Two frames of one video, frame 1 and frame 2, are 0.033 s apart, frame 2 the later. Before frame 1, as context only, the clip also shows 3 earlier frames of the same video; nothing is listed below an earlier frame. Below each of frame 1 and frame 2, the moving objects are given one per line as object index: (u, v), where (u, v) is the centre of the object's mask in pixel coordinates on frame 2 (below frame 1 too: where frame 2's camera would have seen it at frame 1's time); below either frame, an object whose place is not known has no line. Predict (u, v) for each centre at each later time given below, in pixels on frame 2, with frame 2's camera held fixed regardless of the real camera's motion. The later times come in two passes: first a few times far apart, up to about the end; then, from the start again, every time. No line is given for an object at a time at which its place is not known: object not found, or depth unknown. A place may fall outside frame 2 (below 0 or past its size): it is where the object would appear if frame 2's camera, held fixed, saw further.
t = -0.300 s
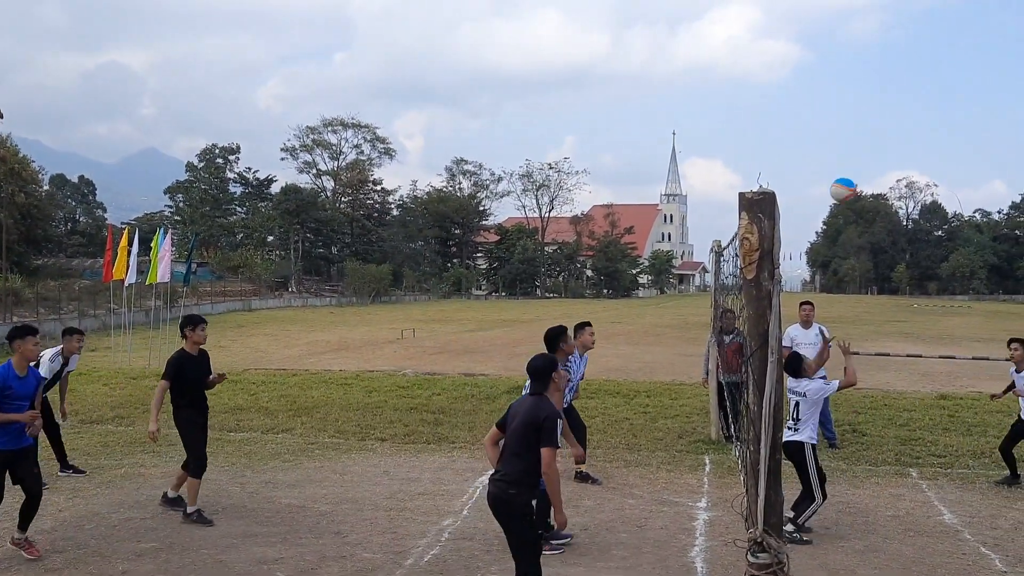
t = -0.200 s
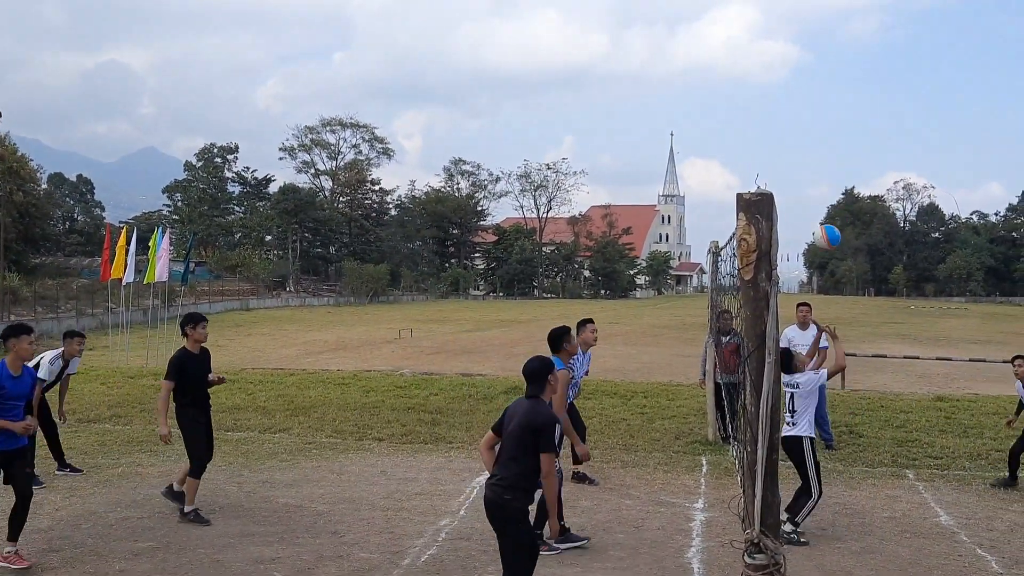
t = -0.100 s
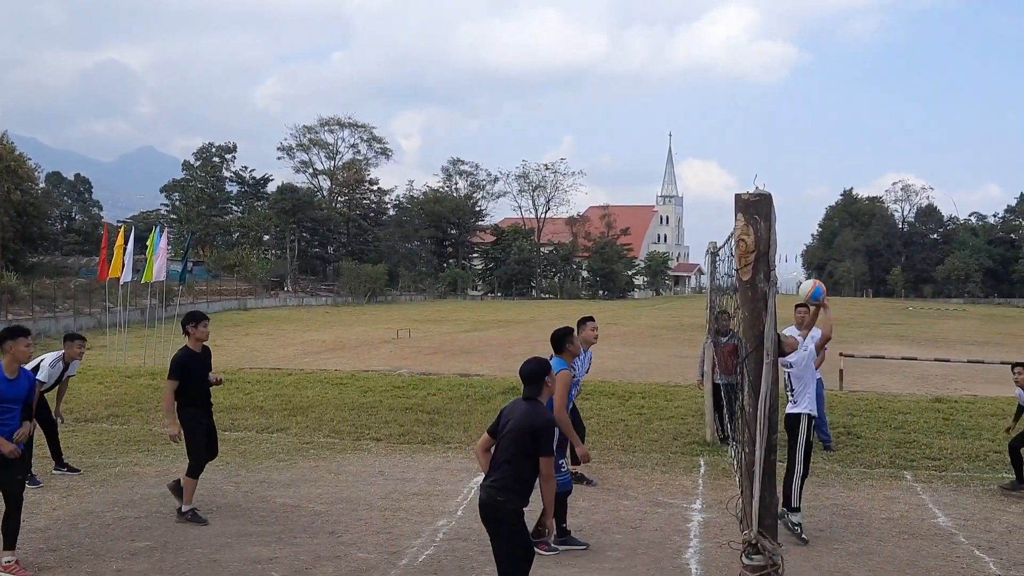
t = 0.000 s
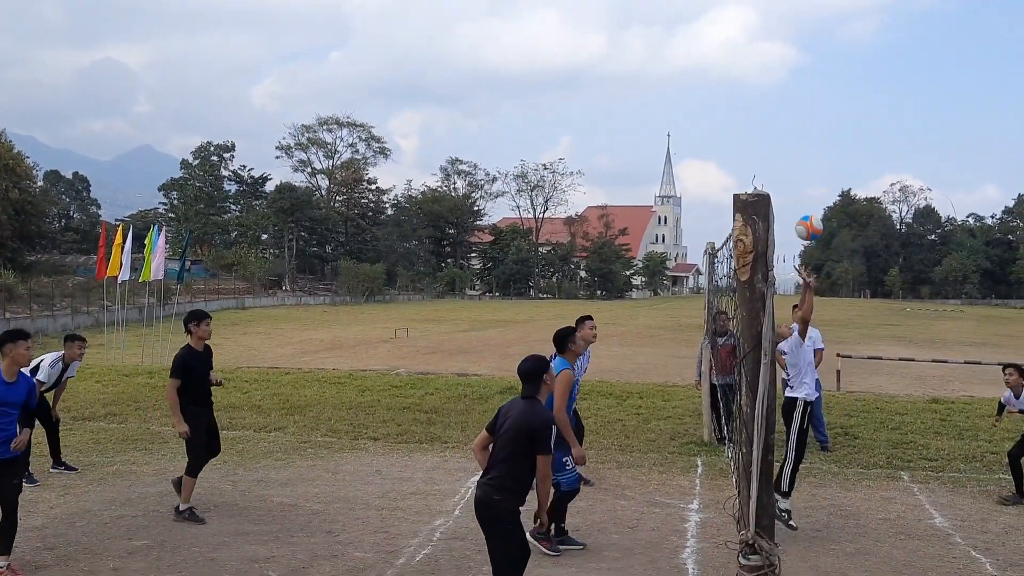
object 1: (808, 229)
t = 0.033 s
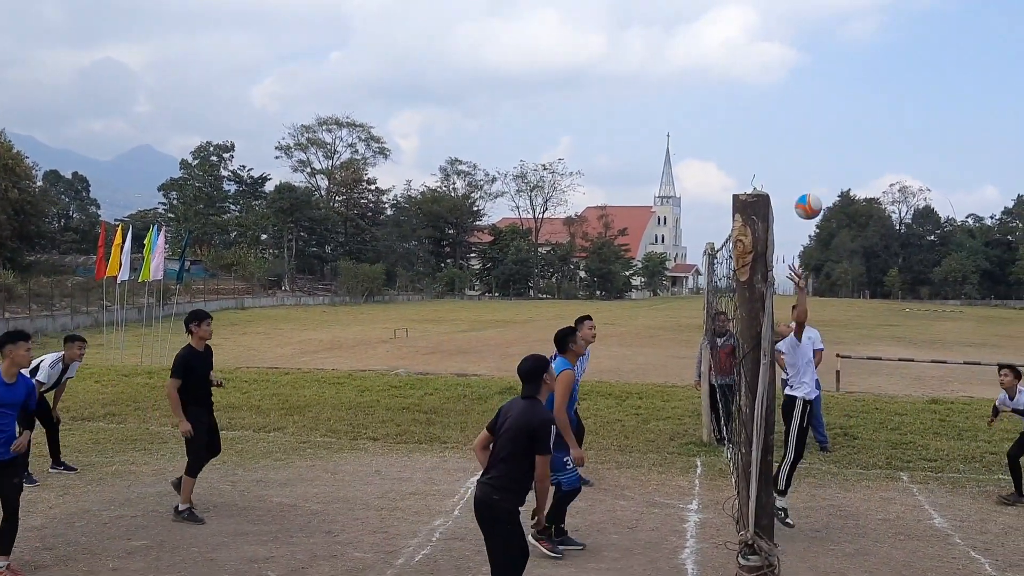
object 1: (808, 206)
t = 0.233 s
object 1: (811, 96)
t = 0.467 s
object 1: (811, 18)
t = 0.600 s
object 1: (809, 8)
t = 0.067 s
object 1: (809, 185)
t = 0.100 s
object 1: (810, 165)
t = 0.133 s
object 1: (810, 149)
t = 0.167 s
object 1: (810, 130)
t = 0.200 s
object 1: (811, 112)
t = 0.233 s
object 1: (811, 96)
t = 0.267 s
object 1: (811, 81)
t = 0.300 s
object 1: (812, 67)
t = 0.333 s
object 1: (812, 55)
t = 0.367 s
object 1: (812, 44)
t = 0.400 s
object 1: (811, 34)
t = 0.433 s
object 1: (811, 26)
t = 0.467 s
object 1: (811, 18)
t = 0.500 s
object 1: (810, 13)
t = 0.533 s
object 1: (809, 11)
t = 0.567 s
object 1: (809, 9)
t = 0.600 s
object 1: (809, 8)
